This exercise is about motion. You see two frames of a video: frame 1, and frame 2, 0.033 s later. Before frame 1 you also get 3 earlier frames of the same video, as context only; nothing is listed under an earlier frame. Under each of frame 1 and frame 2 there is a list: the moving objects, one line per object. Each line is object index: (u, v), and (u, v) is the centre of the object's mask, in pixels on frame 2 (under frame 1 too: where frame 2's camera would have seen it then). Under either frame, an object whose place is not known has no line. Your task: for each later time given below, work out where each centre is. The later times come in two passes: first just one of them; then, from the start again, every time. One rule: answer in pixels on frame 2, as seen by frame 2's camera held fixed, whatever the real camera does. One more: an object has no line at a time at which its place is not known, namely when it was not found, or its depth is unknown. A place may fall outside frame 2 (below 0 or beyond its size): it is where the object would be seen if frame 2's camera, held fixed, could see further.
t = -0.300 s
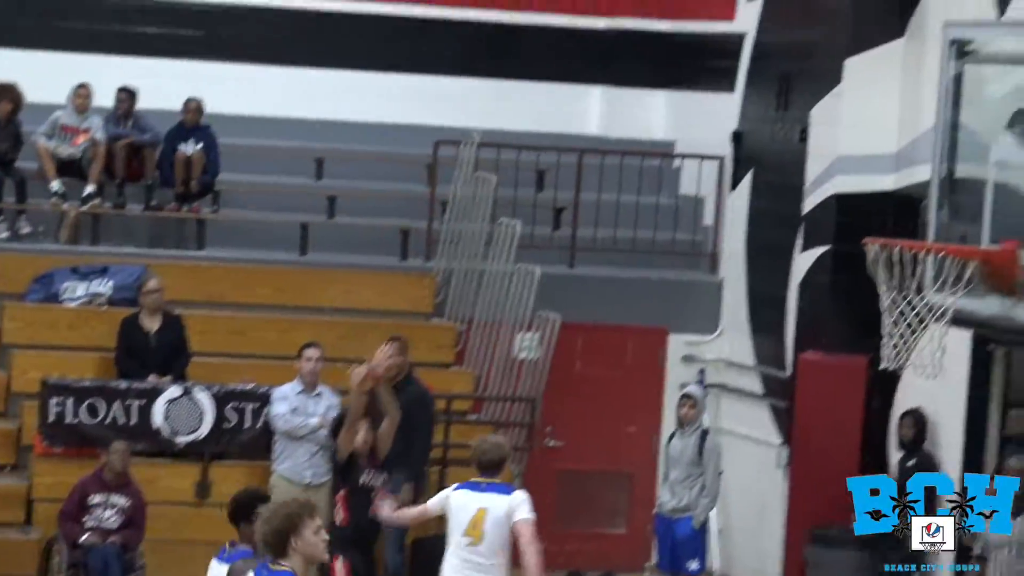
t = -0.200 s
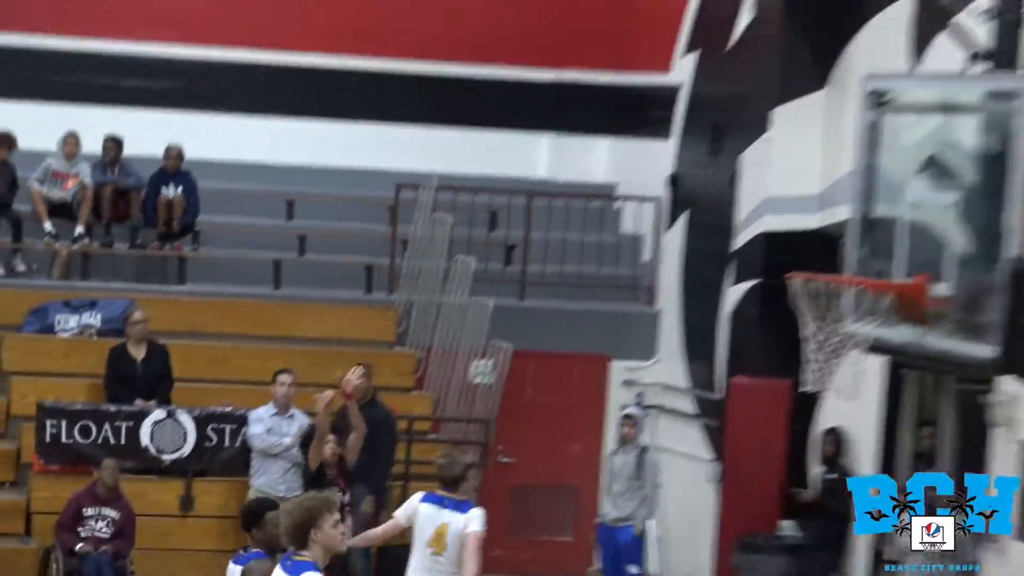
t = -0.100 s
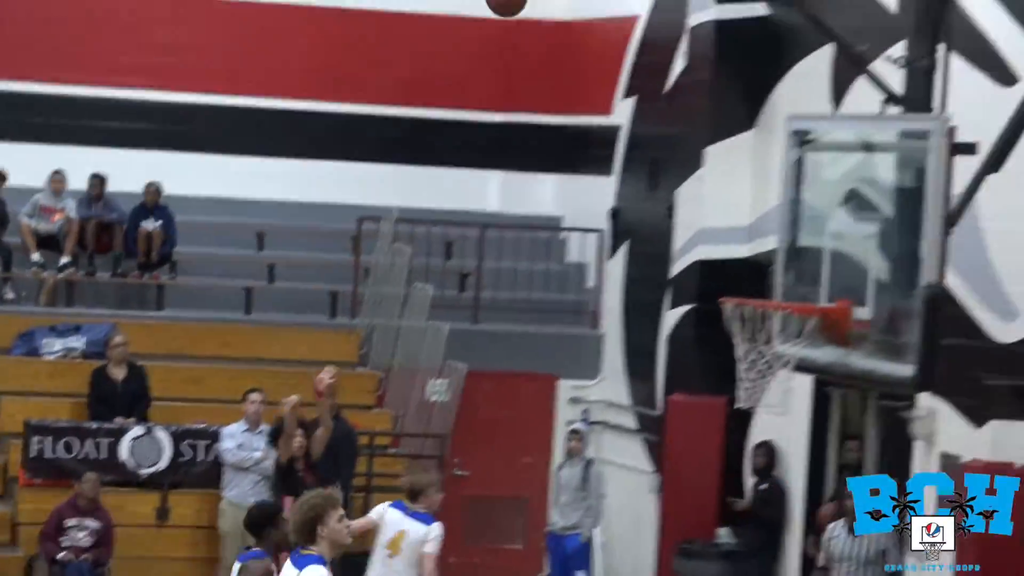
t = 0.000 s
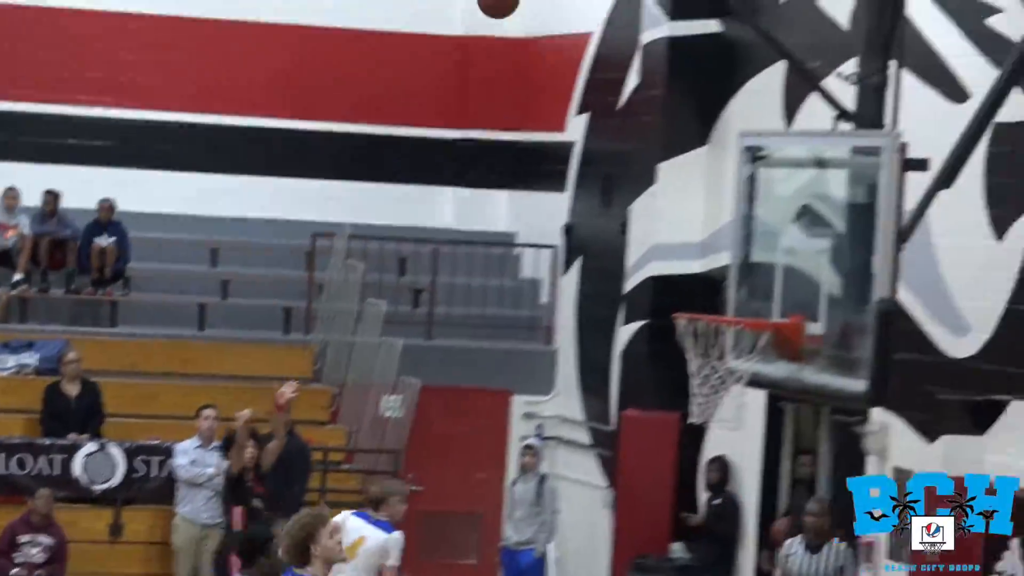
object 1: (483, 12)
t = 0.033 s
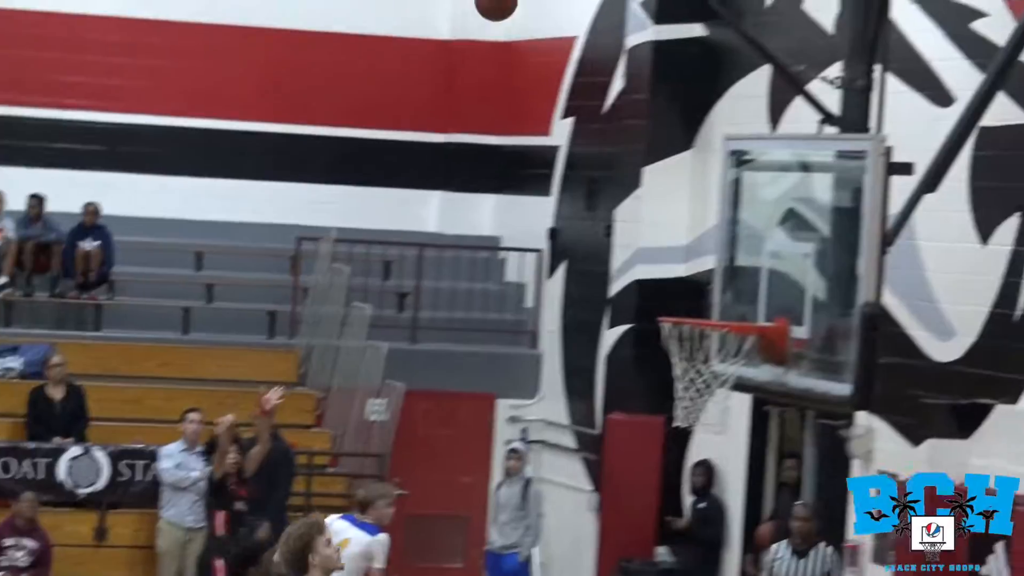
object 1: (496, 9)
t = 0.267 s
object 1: (585, 49)
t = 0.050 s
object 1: (502, 8)
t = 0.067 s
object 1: (509, 8)
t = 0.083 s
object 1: (515, 8)
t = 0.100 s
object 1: (521, 8)
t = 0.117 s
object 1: (527, 9)
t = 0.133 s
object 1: (534, 10)
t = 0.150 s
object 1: (540, 12)
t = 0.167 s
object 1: (546, 15)
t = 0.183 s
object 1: (552, 19)
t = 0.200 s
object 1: (558, 24)
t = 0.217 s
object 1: (564, 30)
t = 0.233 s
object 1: (571, 36)
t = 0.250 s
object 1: (578, 42)
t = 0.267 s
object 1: (585, 49)
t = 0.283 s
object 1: (591, 57)
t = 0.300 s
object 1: (597, 65)
